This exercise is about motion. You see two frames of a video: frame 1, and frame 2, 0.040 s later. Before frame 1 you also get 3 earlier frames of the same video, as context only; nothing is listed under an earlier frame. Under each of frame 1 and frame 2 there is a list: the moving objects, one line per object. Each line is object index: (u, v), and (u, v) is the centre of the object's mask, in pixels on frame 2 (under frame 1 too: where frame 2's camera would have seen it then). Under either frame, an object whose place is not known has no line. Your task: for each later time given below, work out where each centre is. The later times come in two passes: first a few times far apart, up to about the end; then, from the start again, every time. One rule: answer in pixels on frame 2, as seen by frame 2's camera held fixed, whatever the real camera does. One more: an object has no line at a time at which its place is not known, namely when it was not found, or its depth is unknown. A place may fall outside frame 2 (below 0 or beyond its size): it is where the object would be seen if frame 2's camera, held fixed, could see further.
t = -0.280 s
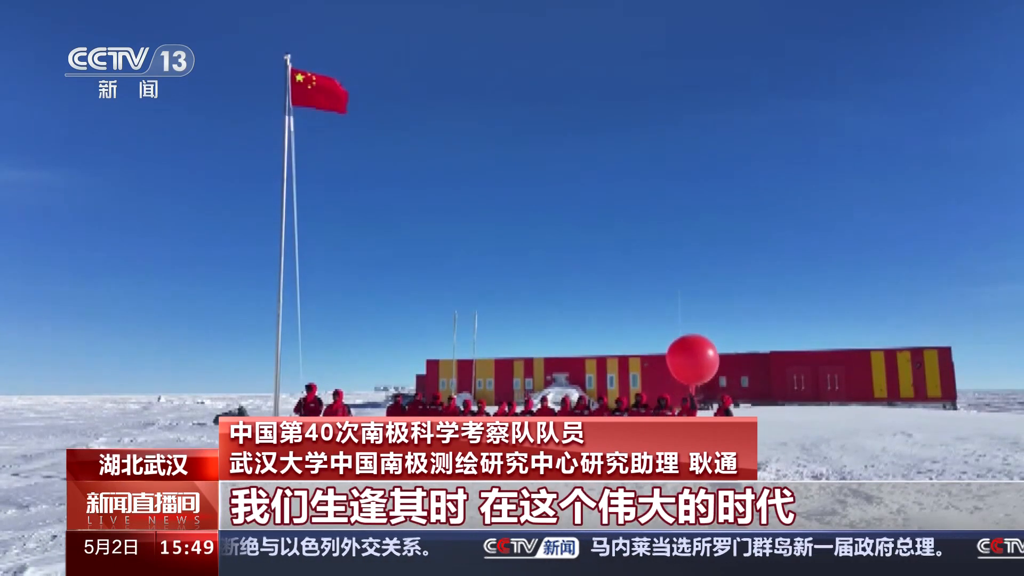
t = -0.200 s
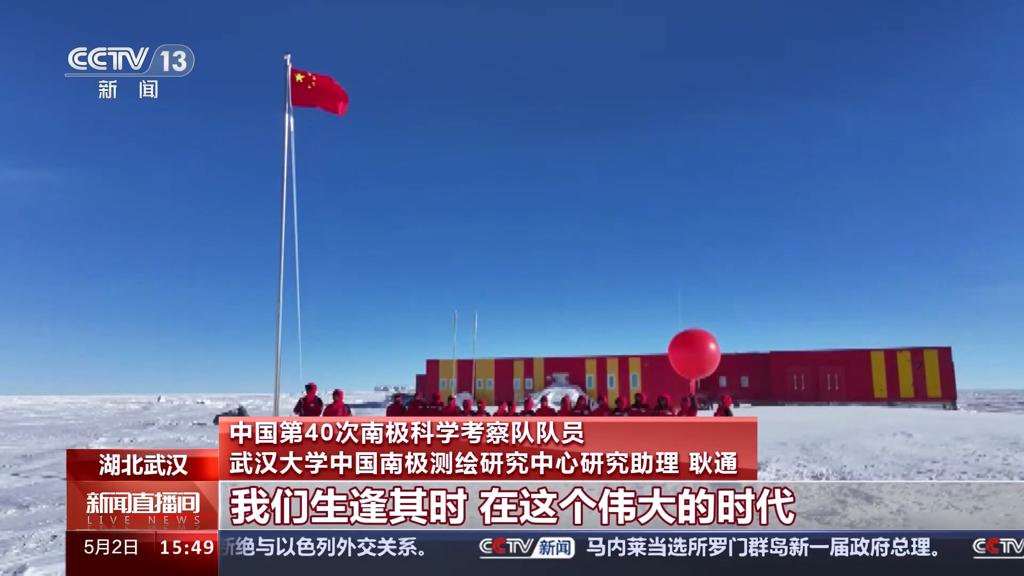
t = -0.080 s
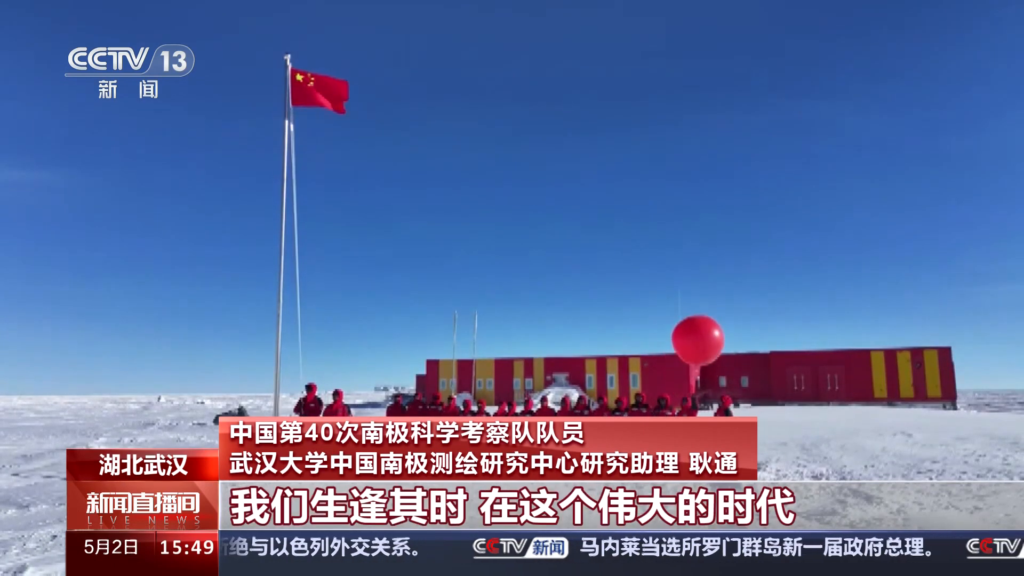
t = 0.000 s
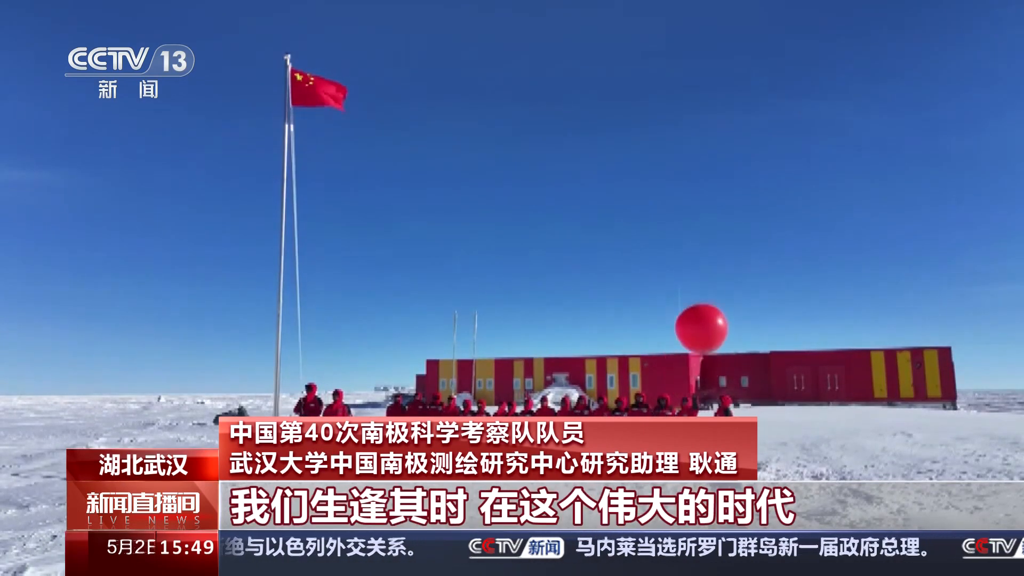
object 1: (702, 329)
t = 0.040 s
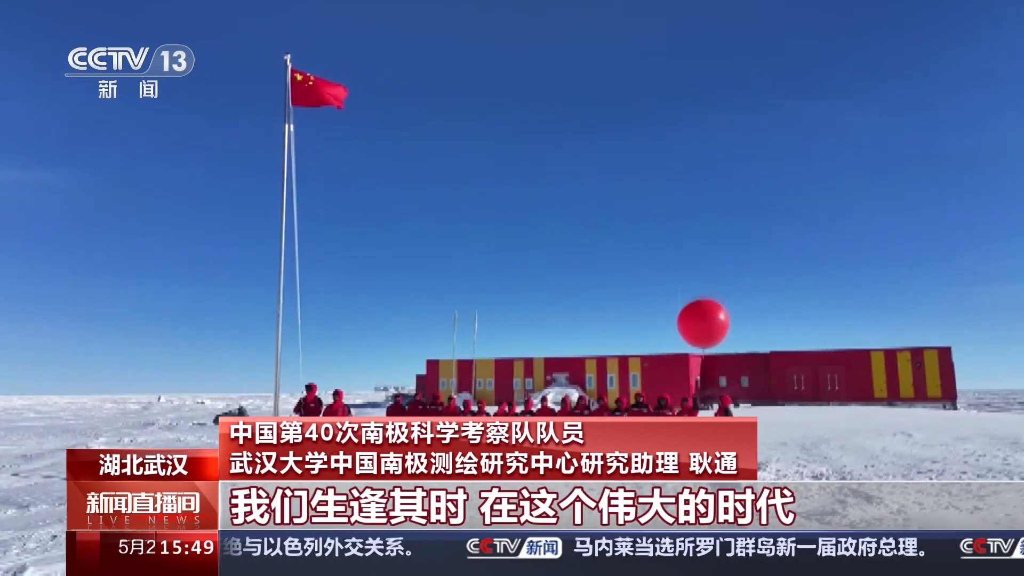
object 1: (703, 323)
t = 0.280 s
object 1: (716, 280)
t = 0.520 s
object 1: (734, 227)
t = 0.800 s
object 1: (761, 161)
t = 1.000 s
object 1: (784, 117)
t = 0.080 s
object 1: (705, 318)
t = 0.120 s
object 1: (708, 309)
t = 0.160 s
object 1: (709, 303)
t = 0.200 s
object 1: (712, 294)
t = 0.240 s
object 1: (714, 286)
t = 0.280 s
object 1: (716, 280)
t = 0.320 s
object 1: (719, 270)
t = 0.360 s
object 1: (722, 261)
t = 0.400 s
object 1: (725, 254)
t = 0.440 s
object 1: (727, 246)
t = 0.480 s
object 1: (730, 237)
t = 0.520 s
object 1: (734, 227)
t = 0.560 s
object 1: (737, 219)
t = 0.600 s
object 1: (741, 209)
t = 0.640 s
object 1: (745, 198)
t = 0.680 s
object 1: (748, 189)
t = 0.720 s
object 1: (754, 177)
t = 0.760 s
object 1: (757, 169)
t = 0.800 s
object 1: (761, 161)
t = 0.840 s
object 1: (765, 154)
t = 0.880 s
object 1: (770, 143)
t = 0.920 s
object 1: (774, 135)
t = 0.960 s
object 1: (778, 128)
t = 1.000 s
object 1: (784, 117)
